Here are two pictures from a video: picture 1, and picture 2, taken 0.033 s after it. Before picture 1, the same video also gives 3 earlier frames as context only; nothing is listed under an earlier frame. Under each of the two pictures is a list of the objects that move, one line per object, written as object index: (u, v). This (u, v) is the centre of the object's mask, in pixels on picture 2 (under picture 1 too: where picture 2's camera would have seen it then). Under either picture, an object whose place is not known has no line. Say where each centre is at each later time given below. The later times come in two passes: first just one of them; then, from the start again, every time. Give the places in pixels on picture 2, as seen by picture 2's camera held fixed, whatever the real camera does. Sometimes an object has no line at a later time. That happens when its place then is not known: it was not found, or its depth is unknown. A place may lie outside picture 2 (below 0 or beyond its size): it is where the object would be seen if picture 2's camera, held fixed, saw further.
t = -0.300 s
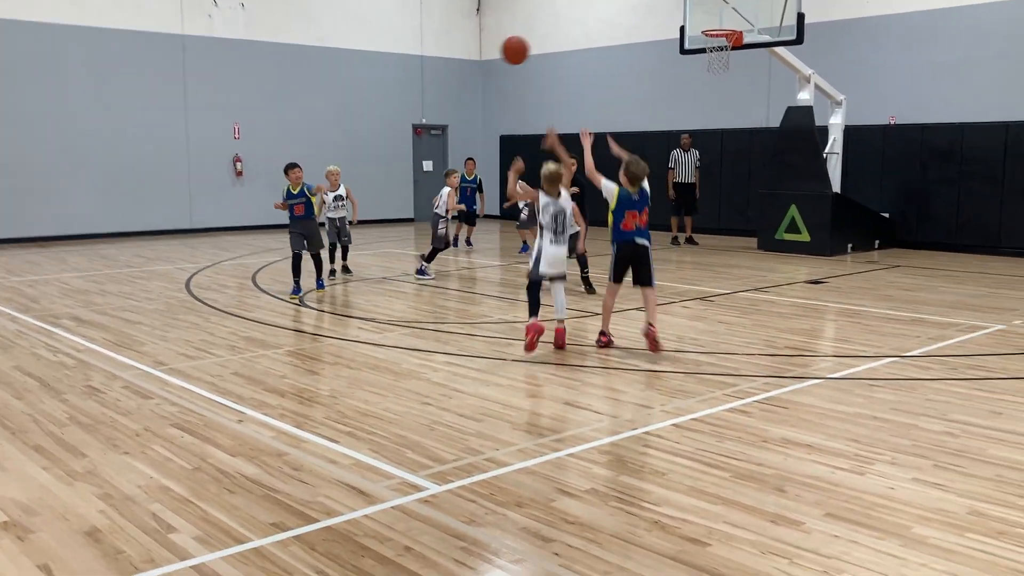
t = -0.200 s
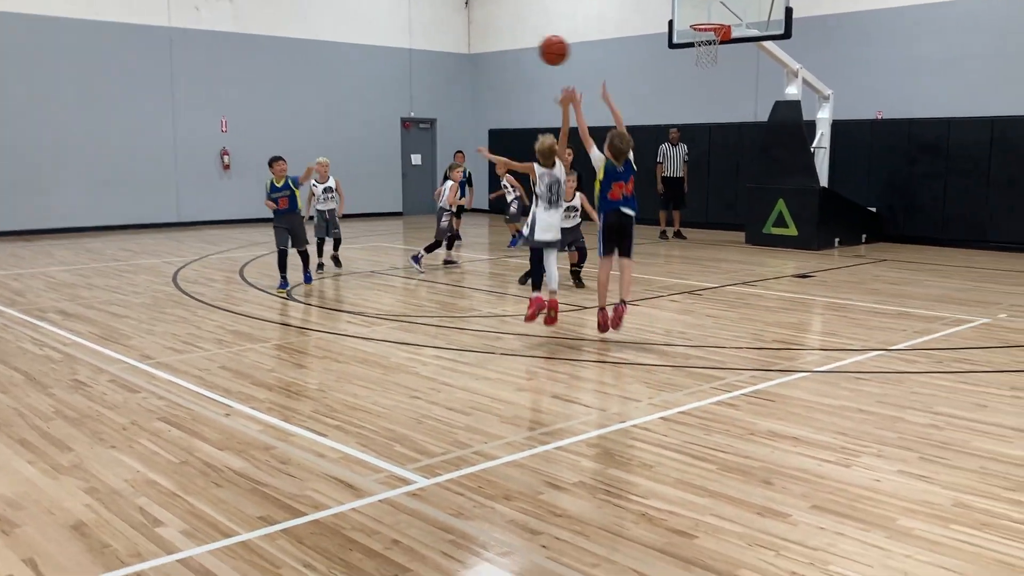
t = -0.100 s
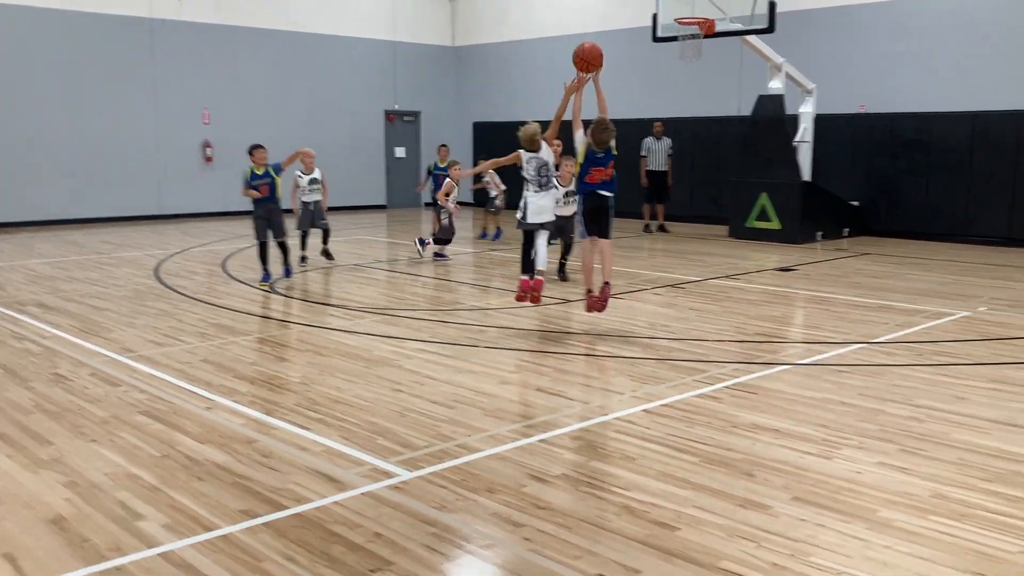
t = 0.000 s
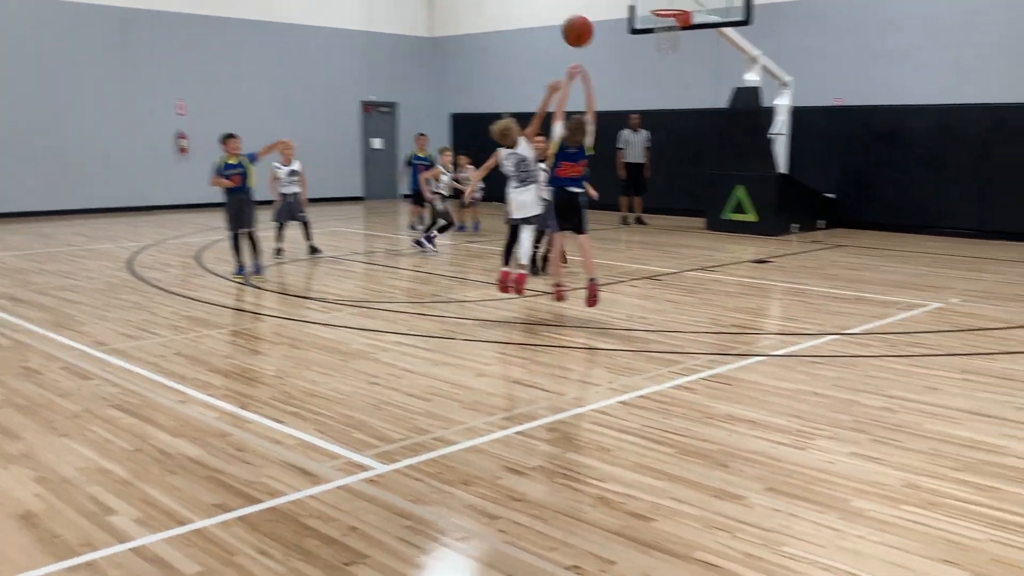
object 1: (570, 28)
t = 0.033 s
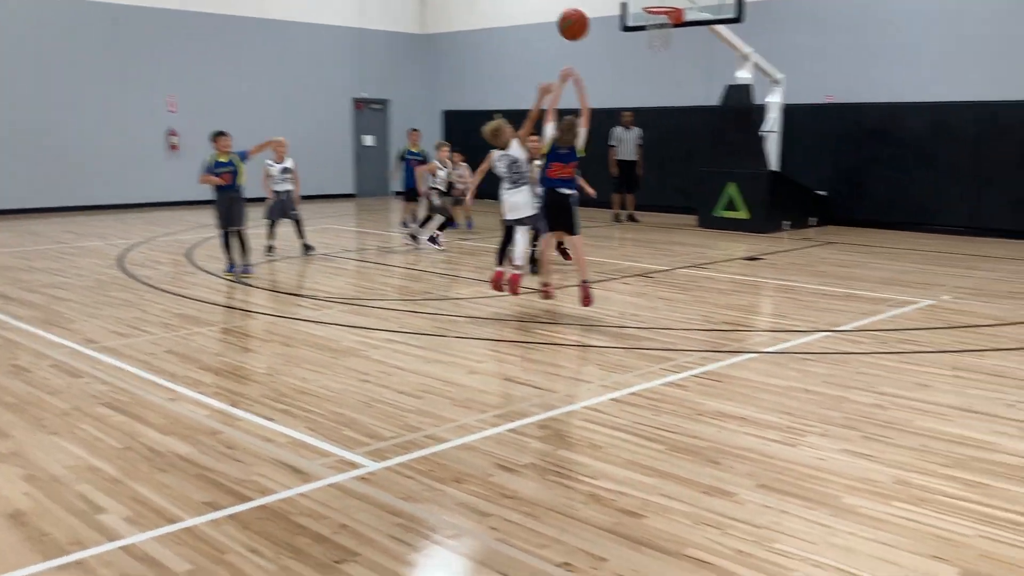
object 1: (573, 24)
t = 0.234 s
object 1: (589, 30)
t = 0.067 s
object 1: (576, 22)
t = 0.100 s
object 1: (579, 21)
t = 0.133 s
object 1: (582, 21)
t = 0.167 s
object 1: (584, 23)
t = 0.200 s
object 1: (587, 26)
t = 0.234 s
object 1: (589, 30)
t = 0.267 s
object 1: (592, 35)
